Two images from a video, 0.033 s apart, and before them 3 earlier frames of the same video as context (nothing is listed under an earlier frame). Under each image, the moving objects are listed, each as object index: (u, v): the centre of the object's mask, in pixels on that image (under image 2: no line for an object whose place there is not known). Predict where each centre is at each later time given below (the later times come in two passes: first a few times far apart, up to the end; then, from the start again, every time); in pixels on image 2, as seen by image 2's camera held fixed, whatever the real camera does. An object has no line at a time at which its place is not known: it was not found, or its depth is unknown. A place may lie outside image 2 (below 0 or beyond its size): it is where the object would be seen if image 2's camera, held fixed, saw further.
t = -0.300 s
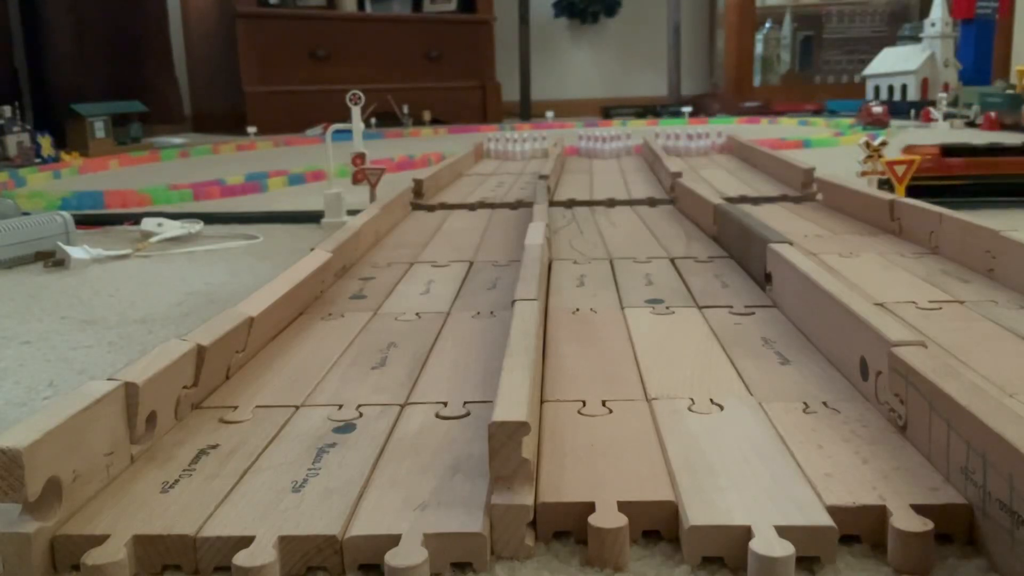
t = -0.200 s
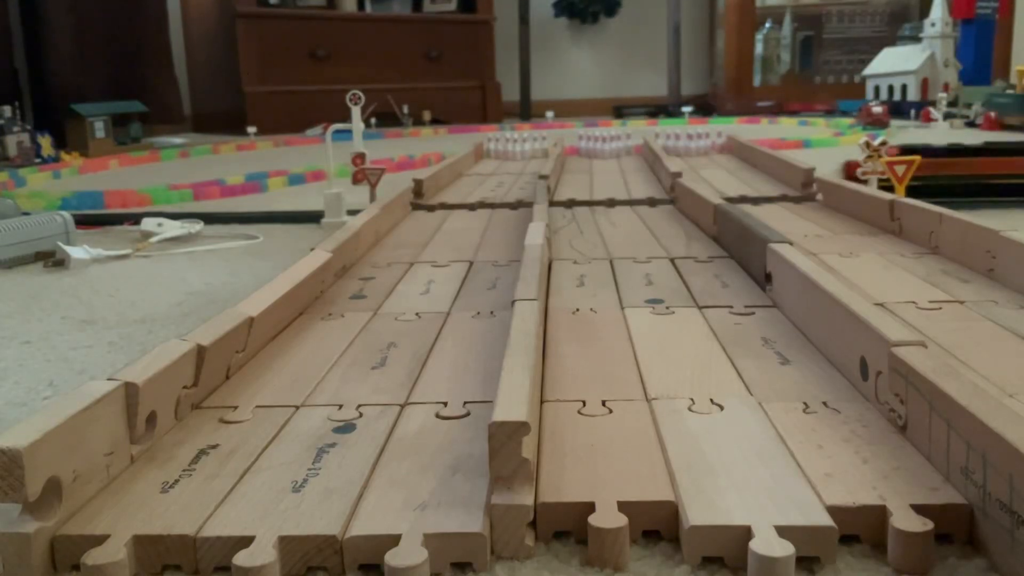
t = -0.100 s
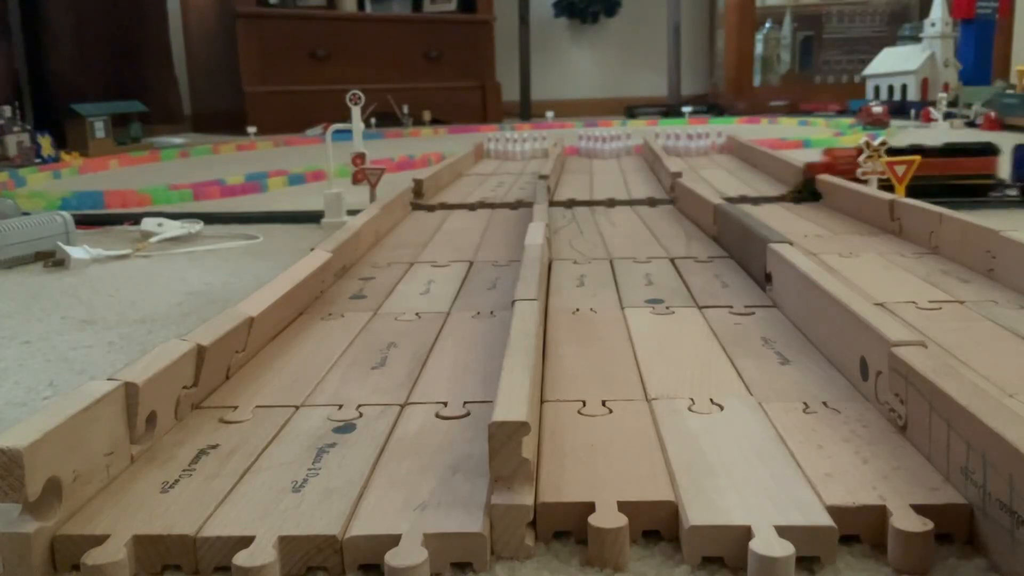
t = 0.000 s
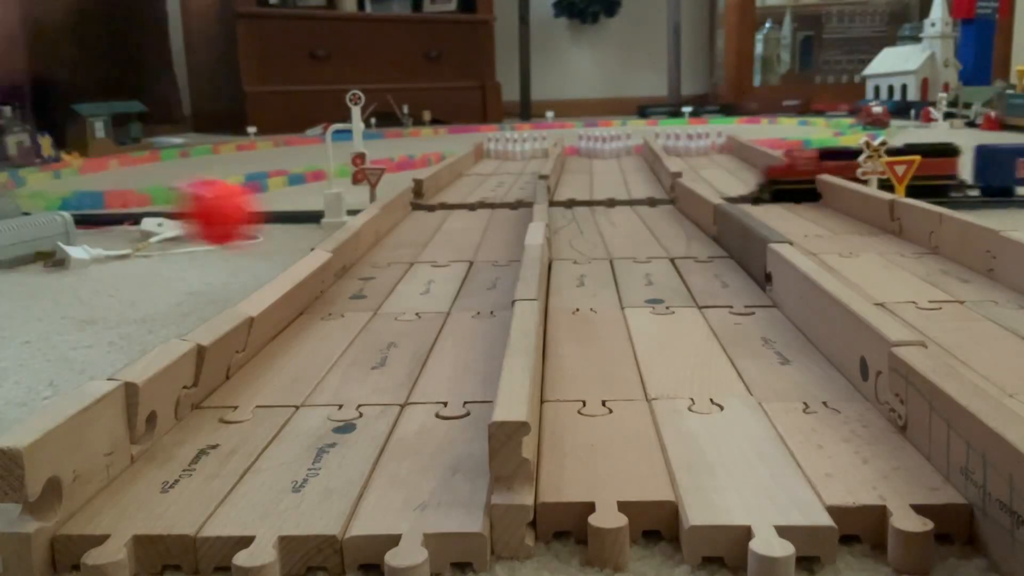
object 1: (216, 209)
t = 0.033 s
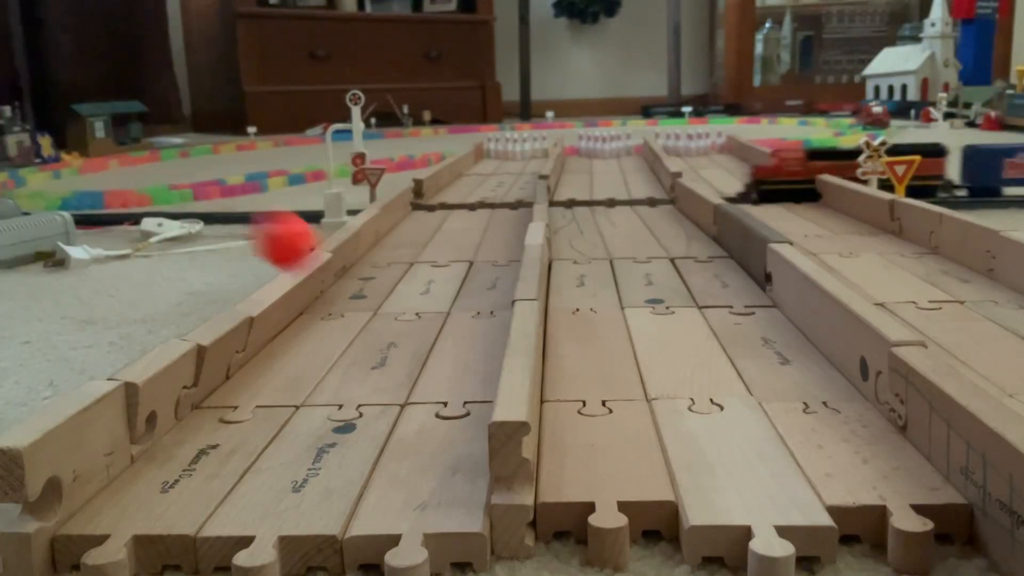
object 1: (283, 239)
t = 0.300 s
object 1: (450, 205)
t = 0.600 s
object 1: (464, 183)
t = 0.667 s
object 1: (467, 183)
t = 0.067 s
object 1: (335, 282)
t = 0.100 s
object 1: (365, 263)
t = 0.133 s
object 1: (386, 248)
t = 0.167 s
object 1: (405, 243)
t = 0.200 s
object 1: (419, 230)
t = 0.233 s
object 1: (431, 220)
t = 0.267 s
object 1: (441, 212)
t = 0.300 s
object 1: (450, 205)
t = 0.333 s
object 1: (458, 198)
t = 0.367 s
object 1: (464, 194)
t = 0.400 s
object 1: (463, 169)
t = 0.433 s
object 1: (462, 156)
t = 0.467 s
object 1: (462, 154)
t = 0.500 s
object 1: (462, 160)
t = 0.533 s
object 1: (463, 178)
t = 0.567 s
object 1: (463, 183)
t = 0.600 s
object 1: (464, 183)
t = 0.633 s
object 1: (465, 184)
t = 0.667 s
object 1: (467, 183)
